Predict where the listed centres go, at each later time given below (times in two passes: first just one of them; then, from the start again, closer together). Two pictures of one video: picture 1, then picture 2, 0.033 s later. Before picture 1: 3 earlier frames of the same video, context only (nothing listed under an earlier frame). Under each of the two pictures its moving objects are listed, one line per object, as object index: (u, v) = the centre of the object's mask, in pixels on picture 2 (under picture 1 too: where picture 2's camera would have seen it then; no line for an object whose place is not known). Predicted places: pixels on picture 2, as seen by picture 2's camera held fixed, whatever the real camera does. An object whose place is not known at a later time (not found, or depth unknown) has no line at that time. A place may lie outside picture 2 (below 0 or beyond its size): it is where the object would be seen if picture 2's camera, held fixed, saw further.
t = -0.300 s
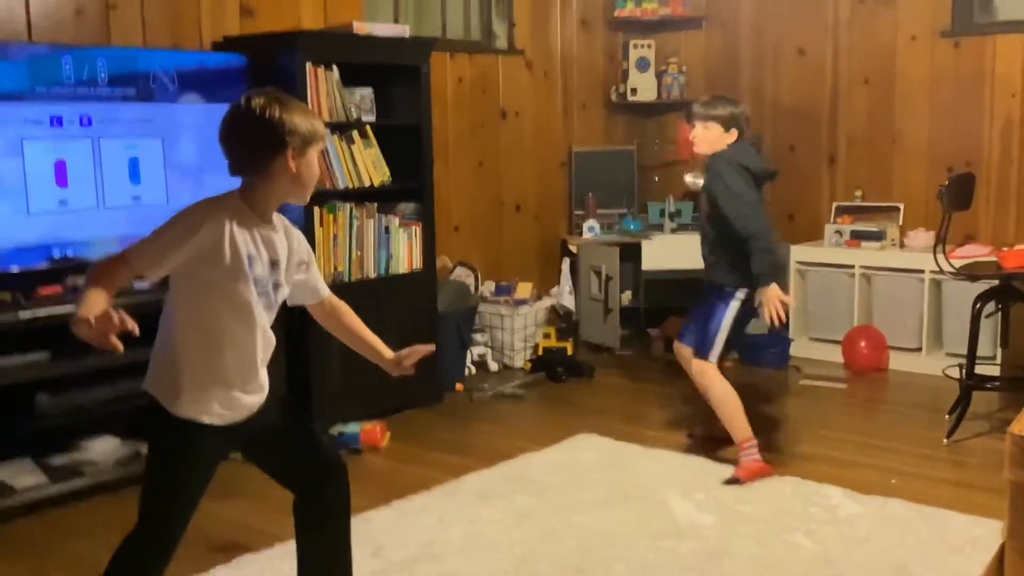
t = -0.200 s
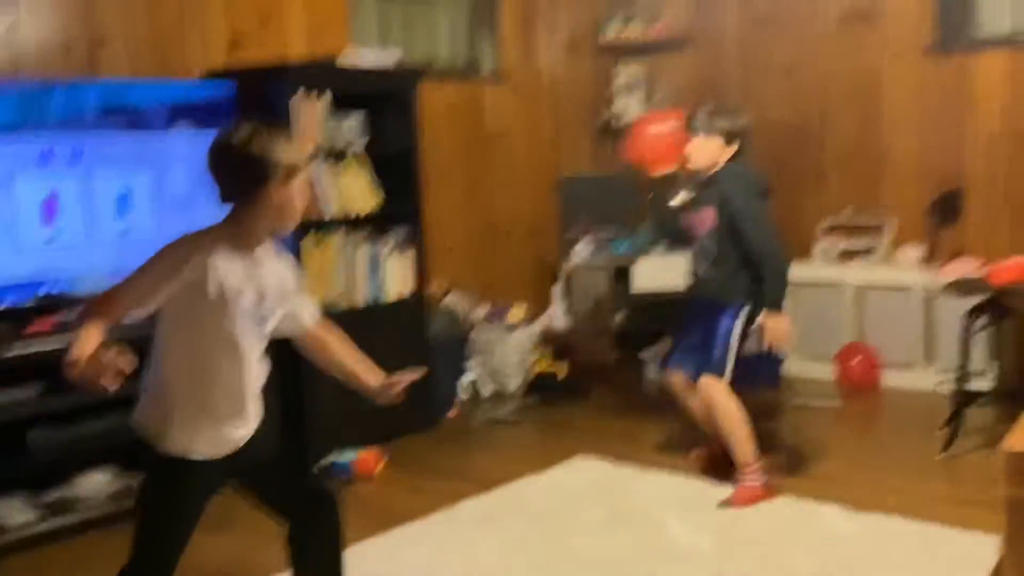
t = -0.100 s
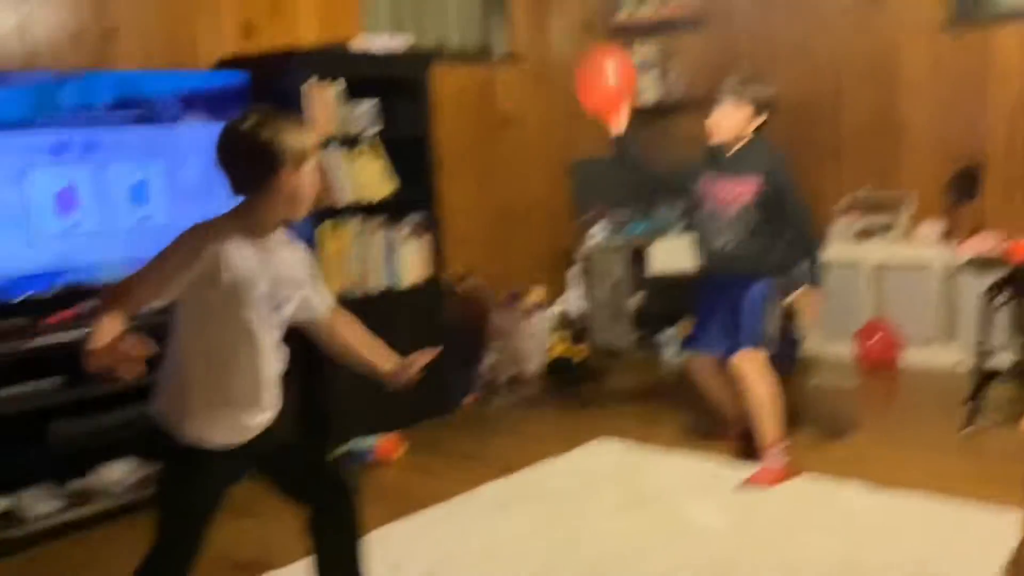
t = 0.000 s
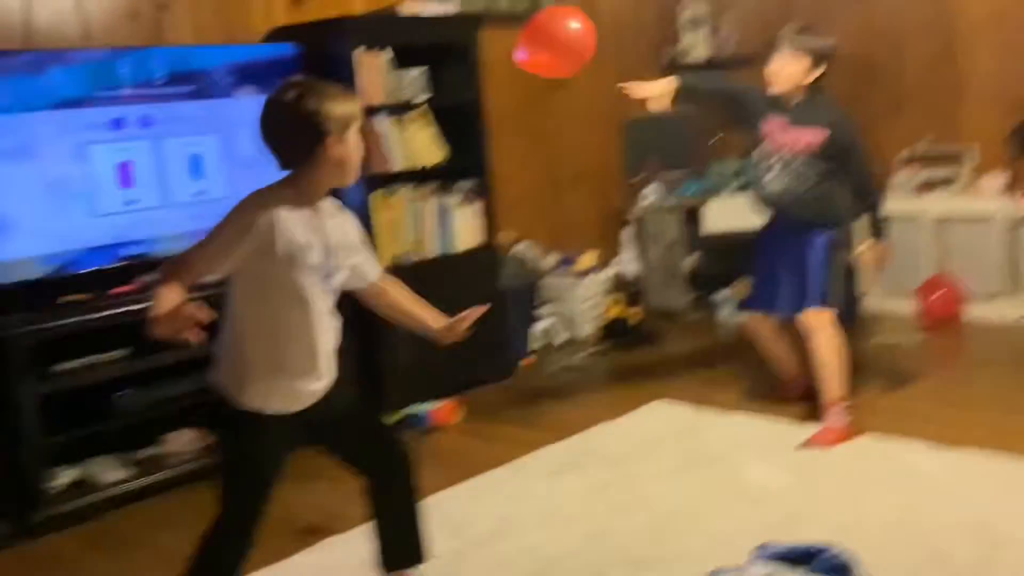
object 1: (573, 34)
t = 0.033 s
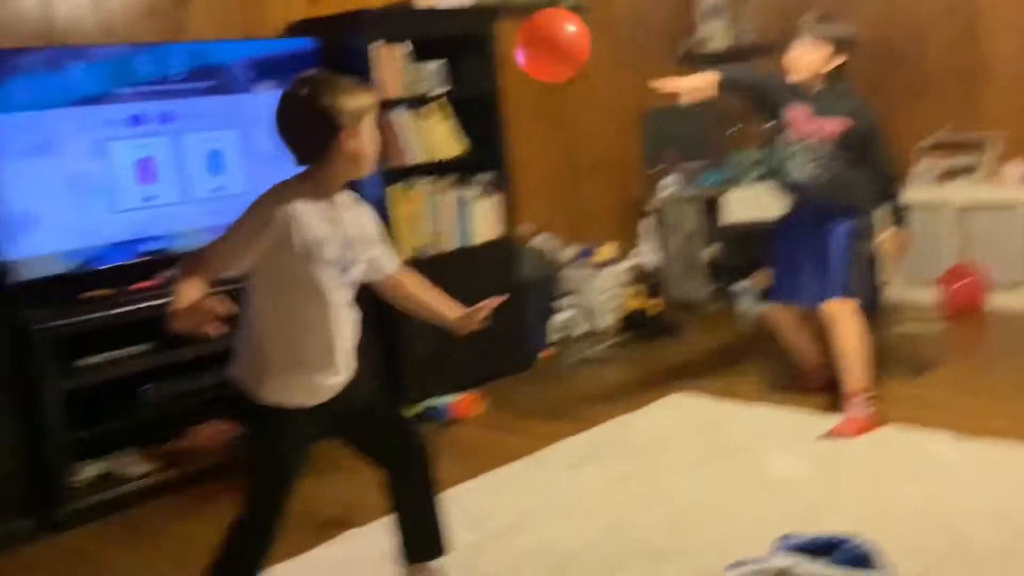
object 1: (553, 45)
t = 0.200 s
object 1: (489, 132)
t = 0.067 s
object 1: (534, 61)
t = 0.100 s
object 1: (520, 78)
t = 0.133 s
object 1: (509, 96)
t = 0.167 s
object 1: (498, 114)
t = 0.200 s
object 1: (489, 132)
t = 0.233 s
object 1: (477, 151)
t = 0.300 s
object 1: (456, 185)
